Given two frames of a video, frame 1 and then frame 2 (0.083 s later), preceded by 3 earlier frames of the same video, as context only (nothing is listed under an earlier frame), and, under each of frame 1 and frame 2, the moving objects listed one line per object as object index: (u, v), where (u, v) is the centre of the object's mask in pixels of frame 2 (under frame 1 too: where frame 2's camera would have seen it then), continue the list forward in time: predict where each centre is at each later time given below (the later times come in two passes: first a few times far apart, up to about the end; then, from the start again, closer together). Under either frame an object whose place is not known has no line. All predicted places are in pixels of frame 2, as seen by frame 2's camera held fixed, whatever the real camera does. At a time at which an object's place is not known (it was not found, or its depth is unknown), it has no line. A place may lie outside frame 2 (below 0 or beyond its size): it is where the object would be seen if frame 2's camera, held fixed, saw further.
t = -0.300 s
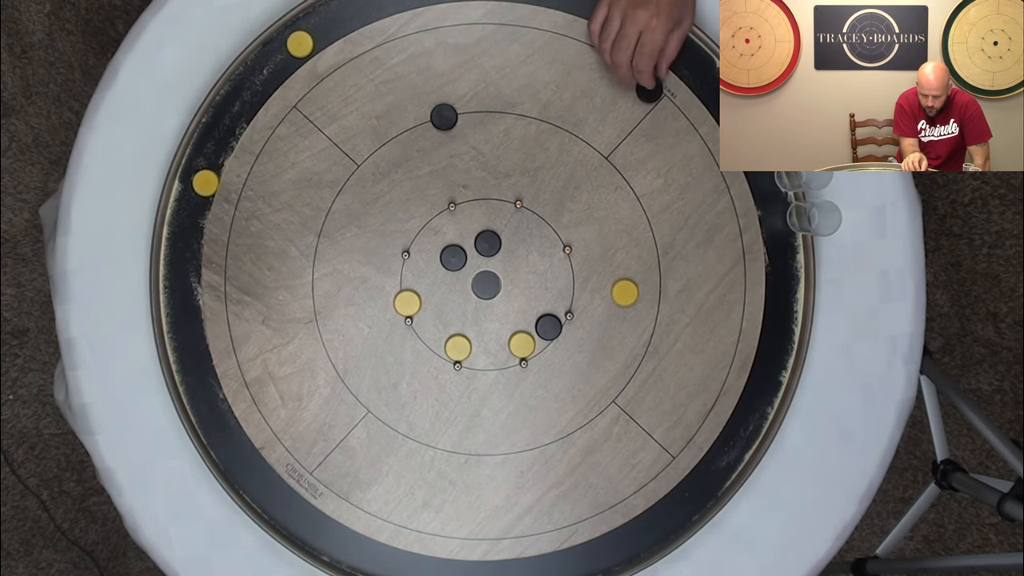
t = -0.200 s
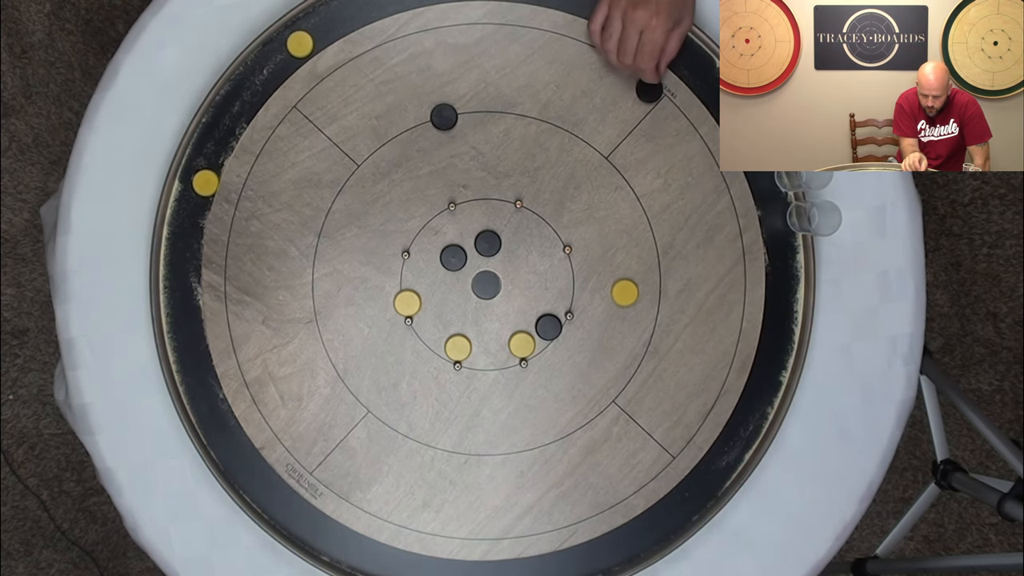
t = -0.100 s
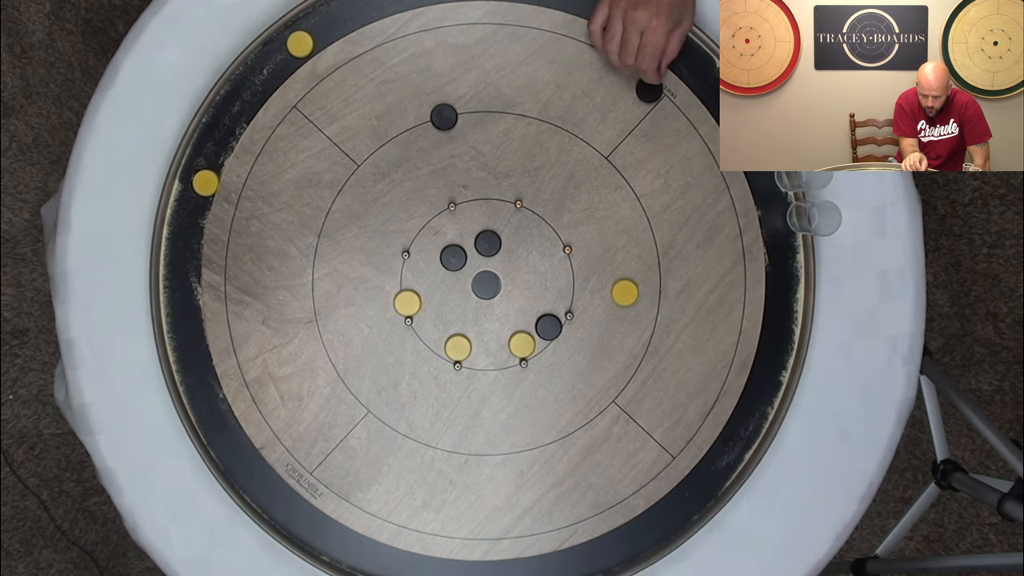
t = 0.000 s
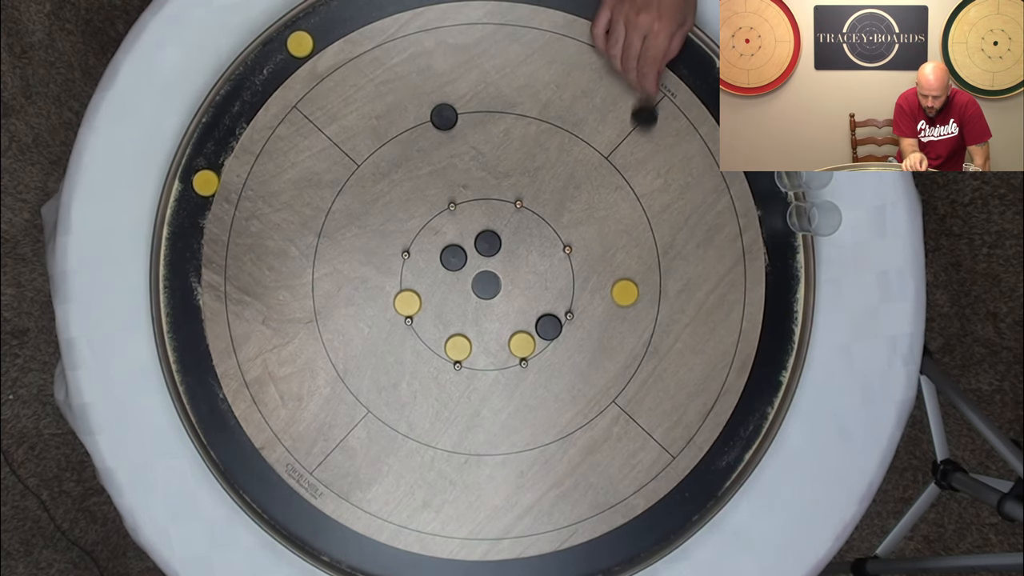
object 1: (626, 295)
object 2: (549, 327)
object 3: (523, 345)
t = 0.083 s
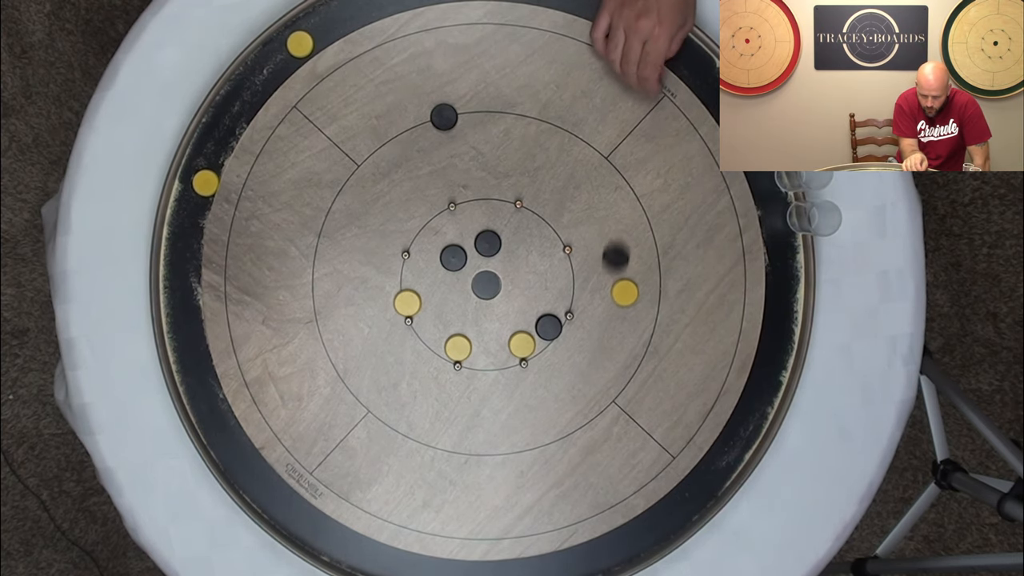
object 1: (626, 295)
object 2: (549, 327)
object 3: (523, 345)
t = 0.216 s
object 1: (668, 425)
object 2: (549, 341)
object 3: (515, 345)
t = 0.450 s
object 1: (659, 529)
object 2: (559, 374)
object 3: (482, 338)
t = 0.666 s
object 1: (636, 540)
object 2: (559, 375)
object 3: (476, 331)
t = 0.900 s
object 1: (630, 546)
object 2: (559, 375)
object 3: (475, 331)
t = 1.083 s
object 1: (630, 546)
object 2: (559, 375)
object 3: (475, 331)
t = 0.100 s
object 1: (629, 303)
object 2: (548, 327)
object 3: (522, 344)
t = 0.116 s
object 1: (635, 322)
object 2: (548, 327)
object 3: (522, 344)
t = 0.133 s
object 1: (640, 340)
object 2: (548, 327)
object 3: (522, 344)
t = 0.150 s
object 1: (647, 357)
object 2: (548, 327)
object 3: (522, 344)
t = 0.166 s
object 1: (652, 375)
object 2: (548, 327)
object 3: (522, 344)
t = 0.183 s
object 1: (658, 392)
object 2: (547, 331)
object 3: (522, 344)
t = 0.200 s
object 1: (664, 409)
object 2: (547, 336)
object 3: (519, 345)
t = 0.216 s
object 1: (668, 425)
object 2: (549, 341)
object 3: (515, 345)
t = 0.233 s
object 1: (674, 442)
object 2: (550, 345)
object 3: (511, 345)
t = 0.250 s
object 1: (679, 459)
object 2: (551, 348)
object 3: (508, 344)
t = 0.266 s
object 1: (684, 476)
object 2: (552, 352)
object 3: (504, 344)
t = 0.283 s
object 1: (688, 492)
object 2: (553, 355)
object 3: (501, 343)
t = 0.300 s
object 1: (692, 506)
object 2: (554, 358)
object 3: (497, 343)
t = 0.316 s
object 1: (684, 507)
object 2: (555, 361)
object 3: (494, 343)
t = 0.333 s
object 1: (676, 506)
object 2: (556, 363)
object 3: (491, 342)
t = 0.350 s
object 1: (670, 507)
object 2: (557, 366)
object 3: (488, 342)
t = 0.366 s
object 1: (668, 512)
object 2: (557, 368)
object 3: (485, 341)
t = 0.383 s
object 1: (667, 517)
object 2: (558, 370)
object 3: (484, 340)
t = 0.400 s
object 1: (666, 522)
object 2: (558, 371)
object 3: (484, 340)
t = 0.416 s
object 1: (665, 526)
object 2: (558, 372)
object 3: (483, 339)
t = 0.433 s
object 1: (662, 528)
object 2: (559, 373)
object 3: (483, 338)
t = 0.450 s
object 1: (659, 529)
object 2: (559, 374)
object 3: (482, 338)
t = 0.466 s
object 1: (655, 528)
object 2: (559, 375)
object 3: (481, 337)
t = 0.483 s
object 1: (652, 528)
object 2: (559, 375)
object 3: (481, 336)
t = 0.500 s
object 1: (648, 528)
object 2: (559, 375)
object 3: (480, 336)
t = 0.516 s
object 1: (645, 527)
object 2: (559, 375)
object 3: (480, 335)
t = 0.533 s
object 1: (641, 527)
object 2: (559, 375)
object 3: (479, 335)
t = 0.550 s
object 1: (640, 529)
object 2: (559, 375)
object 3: (479, 334)
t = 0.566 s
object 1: (639, 531)
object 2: (559, 375)
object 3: (479, 334)
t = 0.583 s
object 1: (639, 533)
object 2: (559, 375)
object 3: (478, 333)
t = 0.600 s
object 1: (638, 535)
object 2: (559, 375)
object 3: (478, 333)
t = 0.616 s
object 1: (638, 536)
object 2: (559, 375)
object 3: (477, 332)
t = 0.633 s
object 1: (637, 538)
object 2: (559, 375)
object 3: (477, 332)
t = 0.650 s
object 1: (636, 539)
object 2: (559, 375)
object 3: (476, 331)
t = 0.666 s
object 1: (636, 540)
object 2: (559, 375)
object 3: (476, 331)
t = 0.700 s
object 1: (635, 543)
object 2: (559, 375)
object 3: (475, 331)
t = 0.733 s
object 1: (634, 544)
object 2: (559, 375)
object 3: (475, 331)
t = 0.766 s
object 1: (633, 545)
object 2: (559, 375)
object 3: (475, 331)
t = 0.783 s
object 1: (632, 546)
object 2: (559, 375)
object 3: (475, 331)
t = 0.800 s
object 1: (632, 546)
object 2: (559, 375)
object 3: (475, 331)
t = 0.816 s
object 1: (631, 546)
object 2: (559, 375)
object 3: (475, 331)
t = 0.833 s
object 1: (631, 546)
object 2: (559, 375)
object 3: (475, 331)
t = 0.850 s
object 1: (631, 547)
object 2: (559, 375)
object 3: (475, 331)
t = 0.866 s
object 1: (630, 547)
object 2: (559, 375)
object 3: (475, 331)
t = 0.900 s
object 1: (630, 546)
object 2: (559, 375)
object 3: (475, 331)
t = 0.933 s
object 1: (630, 546)
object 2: (559, 375)
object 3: (475, 331)
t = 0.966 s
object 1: (630, 546)
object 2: (559, 375)
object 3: (475, 331)
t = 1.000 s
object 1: (630, 546)
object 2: (559, 375)
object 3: (475, 331)
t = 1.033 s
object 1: (630, 546)
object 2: (559, 375)
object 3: (475, 331)
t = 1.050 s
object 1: (630, 546)
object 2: (559, 375)
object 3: (475, 331)
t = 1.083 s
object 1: (630, 546)
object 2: (559, 375)
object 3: (475, 331)
